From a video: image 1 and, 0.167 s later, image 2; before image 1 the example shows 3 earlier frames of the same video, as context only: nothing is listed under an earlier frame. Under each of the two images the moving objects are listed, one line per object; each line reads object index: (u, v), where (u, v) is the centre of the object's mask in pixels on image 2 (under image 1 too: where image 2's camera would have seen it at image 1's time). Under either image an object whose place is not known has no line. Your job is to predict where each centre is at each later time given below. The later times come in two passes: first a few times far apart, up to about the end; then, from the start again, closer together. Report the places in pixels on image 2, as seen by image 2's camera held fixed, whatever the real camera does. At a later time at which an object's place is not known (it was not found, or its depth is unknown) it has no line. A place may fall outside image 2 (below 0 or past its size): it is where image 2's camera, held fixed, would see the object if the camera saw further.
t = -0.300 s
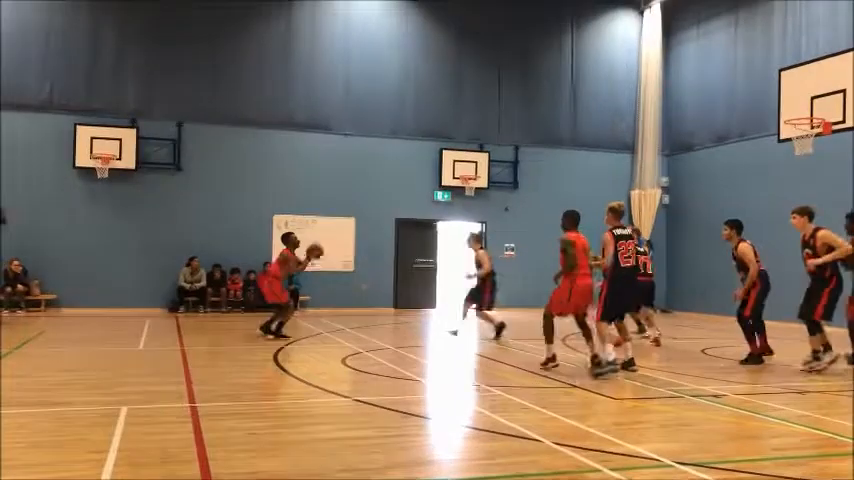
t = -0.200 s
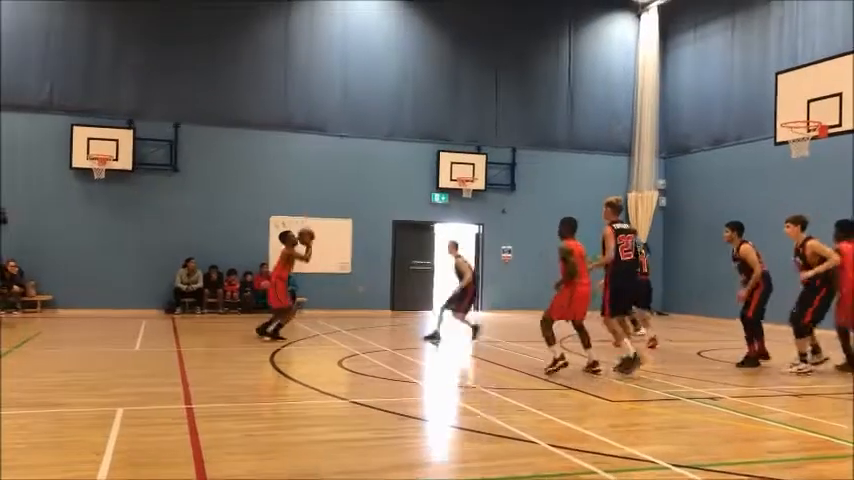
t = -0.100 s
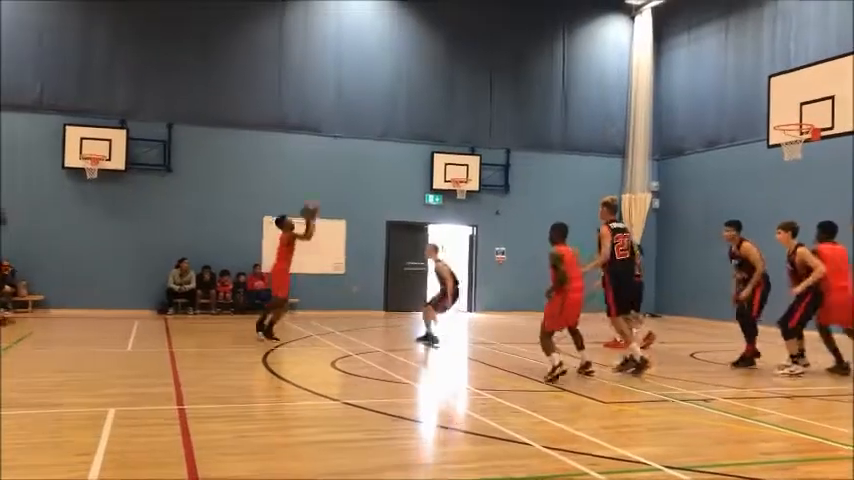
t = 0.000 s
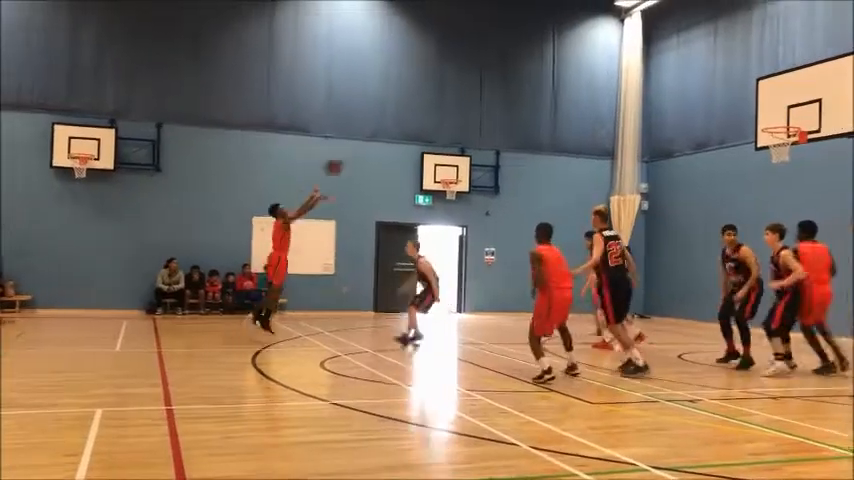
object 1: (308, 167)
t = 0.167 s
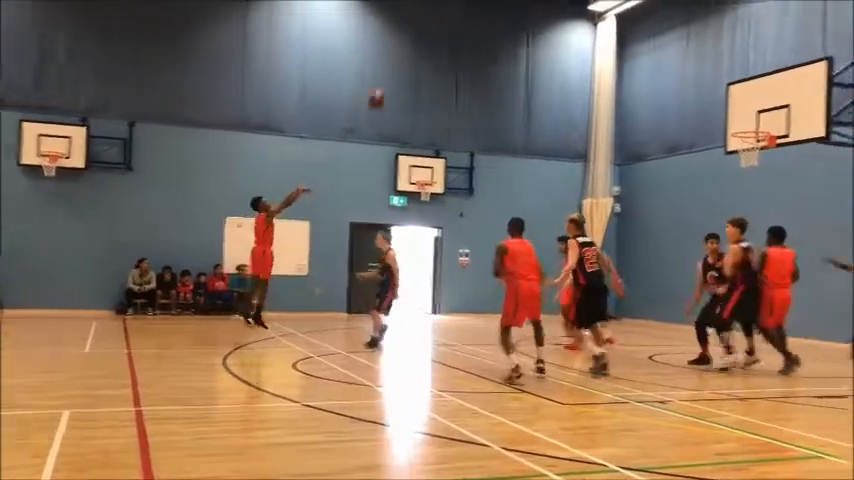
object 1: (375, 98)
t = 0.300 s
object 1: (431, 57)
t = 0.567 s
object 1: (537, 15)
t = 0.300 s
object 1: (431, 57)
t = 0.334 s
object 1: (442, 50)
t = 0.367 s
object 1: (457, 41)
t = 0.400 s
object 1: (472, 36)
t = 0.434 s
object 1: (482, 31)
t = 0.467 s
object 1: (498, 25)
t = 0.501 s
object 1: (512, 21)
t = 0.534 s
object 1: (524, 18)
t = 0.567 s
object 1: (537, 15)
